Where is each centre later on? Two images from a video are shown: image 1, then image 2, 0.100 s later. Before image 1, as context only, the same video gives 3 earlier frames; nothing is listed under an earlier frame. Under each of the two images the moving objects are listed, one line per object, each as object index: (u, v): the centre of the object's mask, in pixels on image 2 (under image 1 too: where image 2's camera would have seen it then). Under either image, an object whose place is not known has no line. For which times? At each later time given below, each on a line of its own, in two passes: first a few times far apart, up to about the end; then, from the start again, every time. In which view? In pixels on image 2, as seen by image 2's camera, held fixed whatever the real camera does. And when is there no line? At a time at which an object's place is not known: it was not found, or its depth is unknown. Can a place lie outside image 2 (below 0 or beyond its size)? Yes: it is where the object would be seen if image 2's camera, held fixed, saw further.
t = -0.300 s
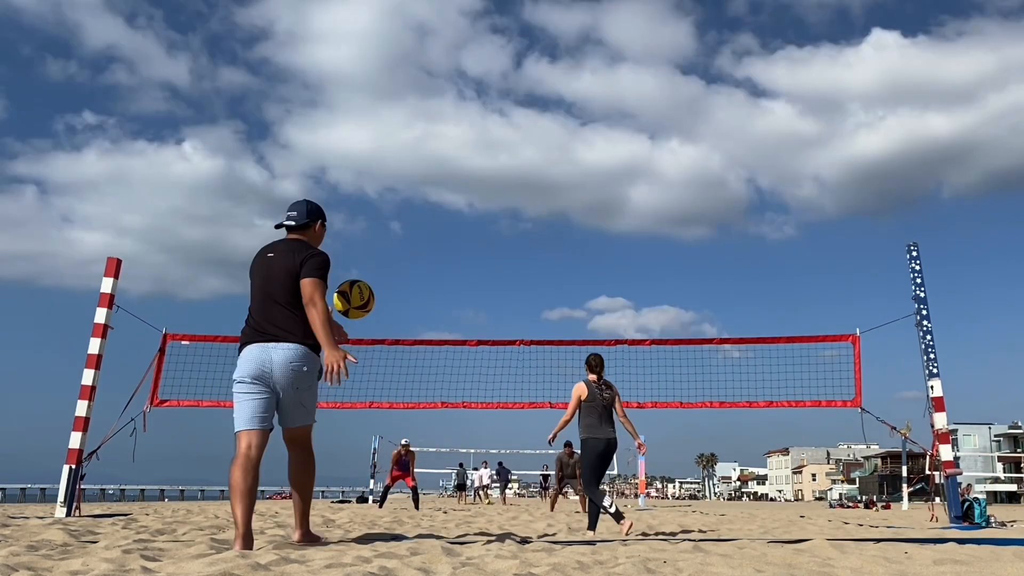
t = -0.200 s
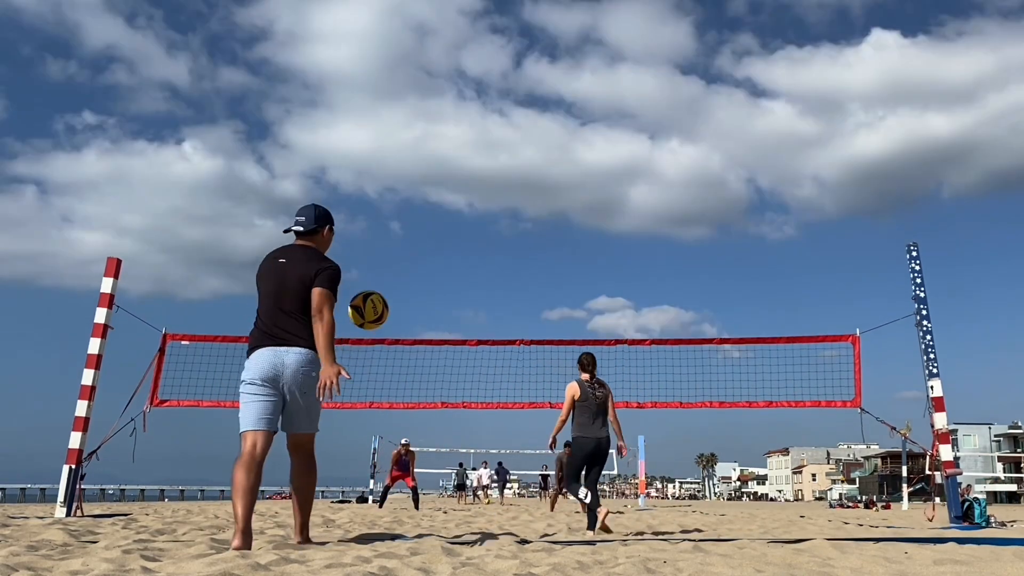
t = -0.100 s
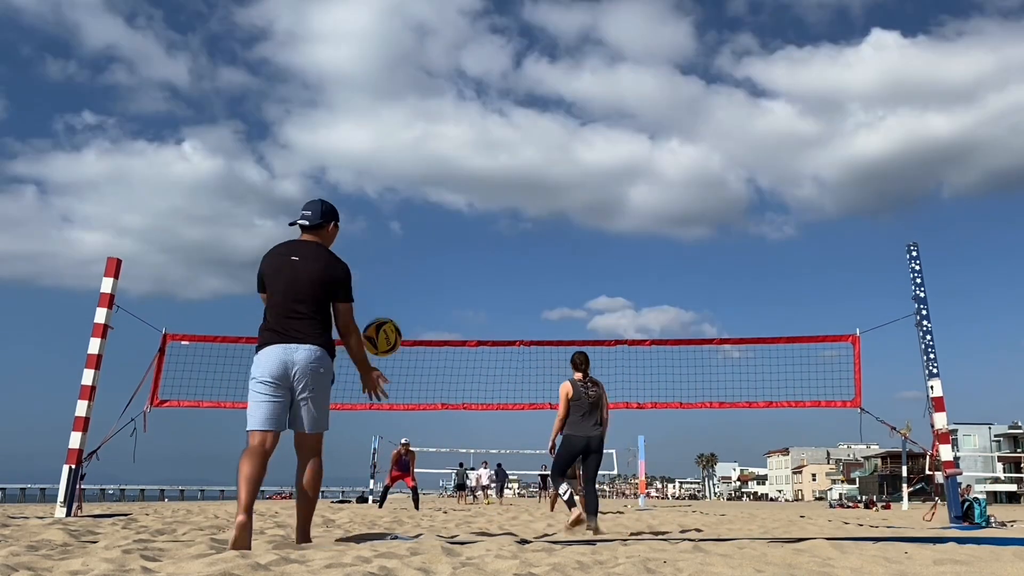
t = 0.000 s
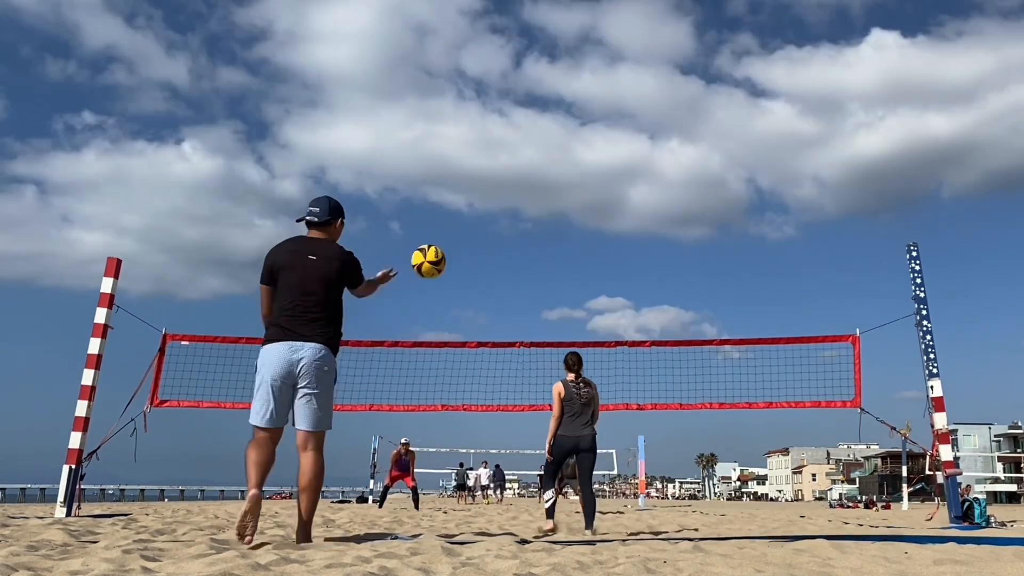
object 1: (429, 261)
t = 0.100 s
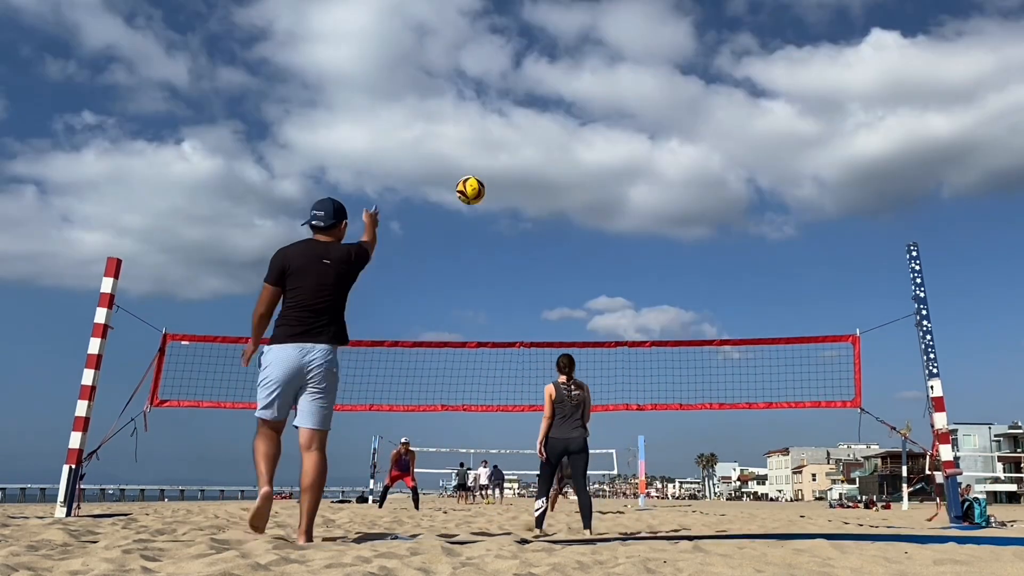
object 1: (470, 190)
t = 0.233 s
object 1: (509, 139)
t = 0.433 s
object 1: (546, 116)
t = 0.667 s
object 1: (573, 135)
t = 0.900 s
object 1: (589, 181)
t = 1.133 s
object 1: (601, 244)
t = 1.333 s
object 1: (608, 307)
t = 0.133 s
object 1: (481, 174)
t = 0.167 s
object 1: (492, 160)
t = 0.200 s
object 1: (500, 148)
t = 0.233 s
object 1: (509, 139)
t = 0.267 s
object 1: (517, 132)
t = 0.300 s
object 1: (523, 126)
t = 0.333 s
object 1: (530, 121)
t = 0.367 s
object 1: (536, 118)
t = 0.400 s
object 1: (541, 117)
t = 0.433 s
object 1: (546, 116)
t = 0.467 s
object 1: (551, 116)
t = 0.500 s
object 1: (555, 117)
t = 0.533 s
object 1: (559, 119)
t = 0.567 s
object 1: (563, 122)
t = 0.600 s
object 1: (566, 126)
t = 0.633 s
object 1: (569, 130)
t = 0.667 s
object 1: (573, 135)
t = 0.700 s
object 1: (575, 140)
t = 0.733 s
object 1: (578, 146)
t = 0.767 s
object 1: (581, 152)
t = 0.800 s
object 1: (583, 159)
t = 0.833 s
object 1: (585, 166)
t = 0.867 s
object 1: (587, 173)
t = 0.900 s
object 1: (589, 181)
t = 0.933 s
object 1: (591, 189)
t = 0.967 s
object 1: (593, 197)
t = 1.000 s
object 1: (595, 206)
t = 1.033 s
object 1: (596, 215)
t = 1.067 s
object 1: (598, 224)
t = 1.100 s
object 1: (599, 234)
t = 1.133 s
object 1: (601, 244)
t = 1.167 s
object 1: (602, 254)
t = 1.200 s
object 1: (603, 264)
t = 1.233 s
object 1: (604, 274)
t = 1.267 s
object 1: (606, 285)
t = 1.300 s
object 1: (607, 296)
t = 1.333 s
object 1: (608, 307)
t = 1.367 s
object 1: (609, 319)
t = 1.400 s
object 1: (610, 331)
